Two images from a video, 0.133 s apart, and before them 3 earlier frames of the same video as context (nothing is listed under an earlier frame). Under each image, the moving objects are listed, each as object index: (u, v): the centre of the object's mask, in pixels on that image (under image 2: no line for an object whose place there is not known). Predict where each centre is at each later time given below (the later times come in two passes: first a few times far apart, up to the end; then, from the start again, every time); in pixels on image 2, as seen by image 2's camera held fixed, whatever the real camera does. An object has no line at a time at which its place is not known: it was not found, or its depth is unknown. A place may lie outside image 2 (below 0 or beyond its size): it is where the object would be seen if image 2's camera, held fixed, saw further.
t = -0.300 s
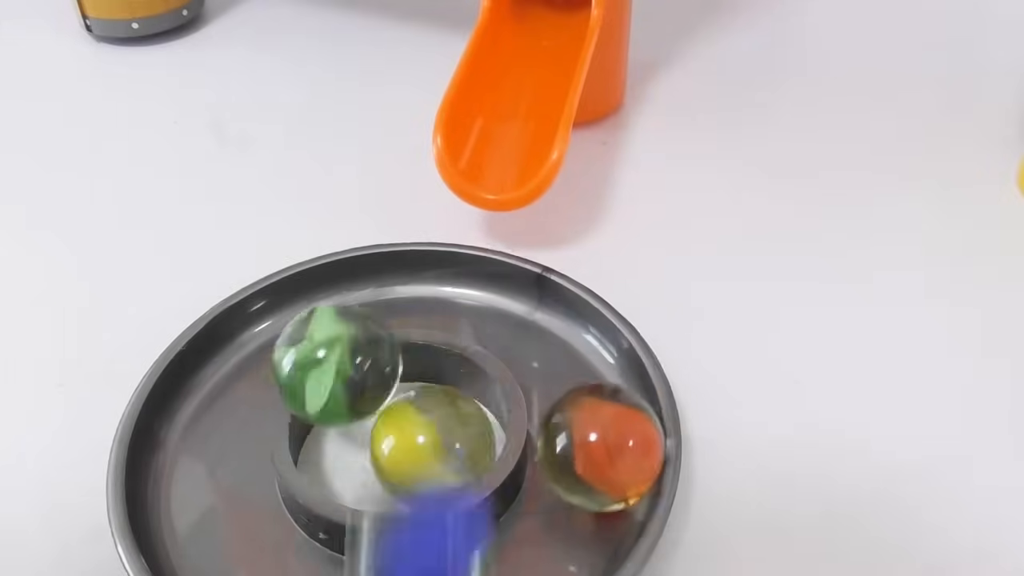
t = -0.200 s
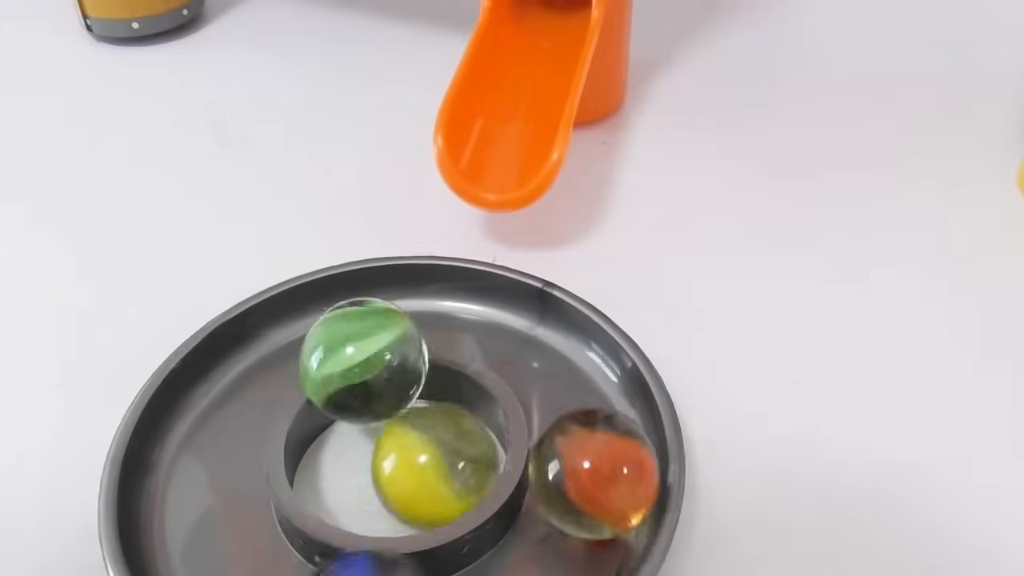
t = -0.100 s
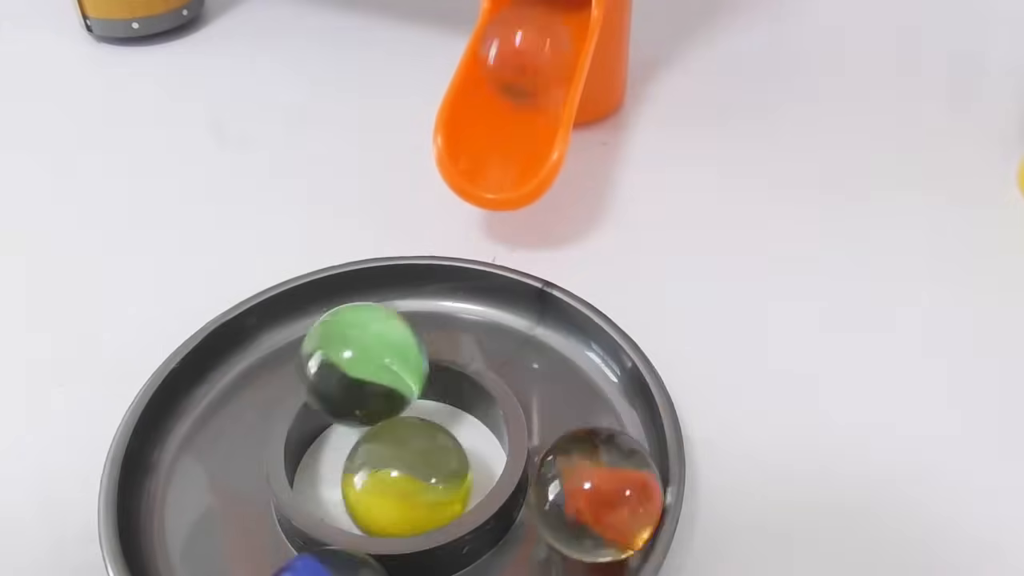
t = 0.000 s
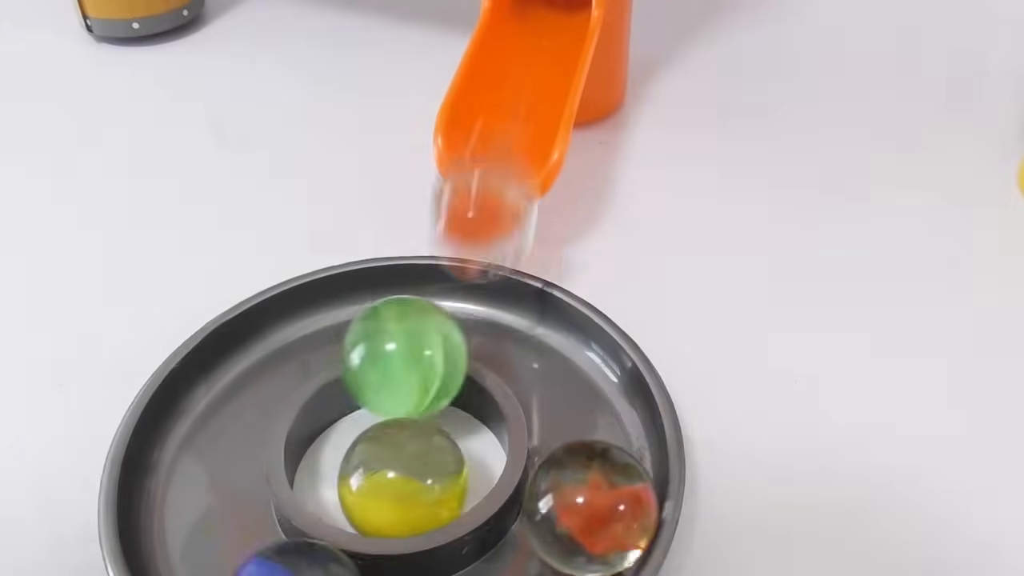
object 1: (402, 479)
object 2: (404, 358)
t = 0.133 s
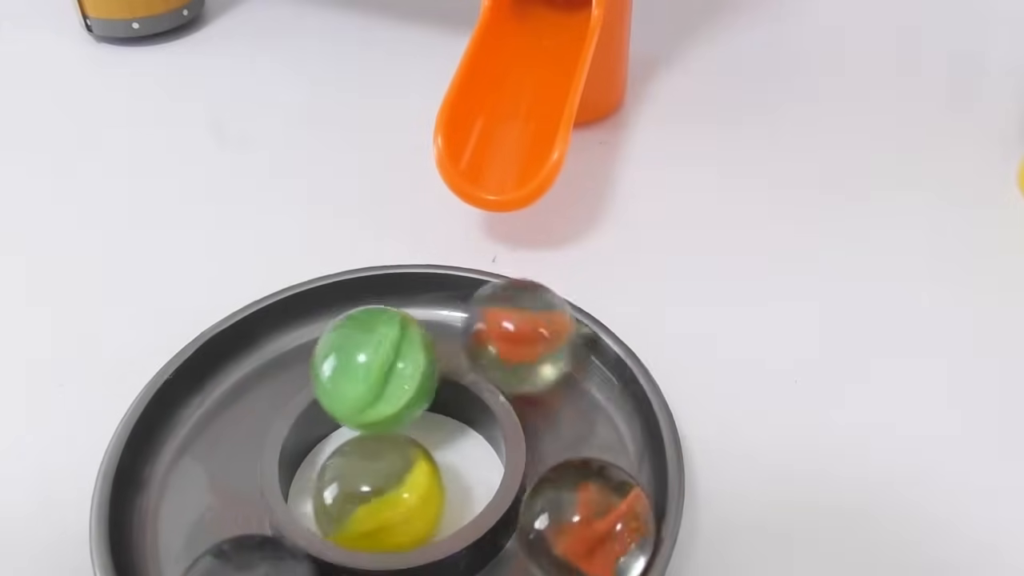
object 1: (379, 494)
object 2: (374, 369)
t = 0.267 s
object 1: (396, 493)
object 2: (406, 369)
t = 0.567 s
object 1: (400, 493)
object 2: (373, 373)
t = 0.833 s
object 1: (404, 492)
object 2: (371, 374)
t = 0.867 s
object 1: (404, 492)
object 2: (373, 373)
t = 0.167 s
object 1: (387, 495)
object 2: (386, 370)
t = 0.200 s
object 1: (395, 494)
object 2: (399, 370)
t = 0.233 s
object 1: (399, 493)
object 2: (408, 369)
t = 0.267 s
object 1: (396, 493)
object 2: (406, 369)
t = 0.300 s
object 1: (391, 494)
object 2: (396, 370)
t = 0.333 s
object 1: (387, 495)
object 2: (389, 370)
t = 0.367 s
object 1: (385, 495)
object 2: (383, 371)
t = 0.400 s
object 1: (386, 495)
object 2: (380, 371)
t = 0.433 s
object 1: (391, 494)
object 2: (381, 371)
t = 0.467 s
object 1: (396, 494)
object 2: (384, 372)
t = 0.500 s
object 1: (397, 494)
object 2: (381, 372)
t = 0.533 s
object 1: (398, 494)
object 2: (377, 373)
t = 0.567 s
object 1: (400, 493)
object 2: (373, 373)
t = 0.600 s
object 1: (402, 492)
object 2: (371, 374)
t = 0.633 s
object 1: (405, 492)
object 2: (370, 374)
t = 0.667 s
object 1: (407, 491)
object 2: (371, 374)
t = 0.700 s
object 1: (408, 491)
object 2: (371, 373)
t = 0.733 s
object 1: (407, 491)
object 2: (370, 374)
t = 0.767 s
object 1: (406, 491)
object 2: (369, 374)
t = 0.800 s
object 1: (405, 492)
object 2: (369, 374)
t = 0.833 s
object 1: (404, 492)
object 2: (371, 374)
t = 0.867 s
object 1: (404, 492)
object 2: (373, 373)
